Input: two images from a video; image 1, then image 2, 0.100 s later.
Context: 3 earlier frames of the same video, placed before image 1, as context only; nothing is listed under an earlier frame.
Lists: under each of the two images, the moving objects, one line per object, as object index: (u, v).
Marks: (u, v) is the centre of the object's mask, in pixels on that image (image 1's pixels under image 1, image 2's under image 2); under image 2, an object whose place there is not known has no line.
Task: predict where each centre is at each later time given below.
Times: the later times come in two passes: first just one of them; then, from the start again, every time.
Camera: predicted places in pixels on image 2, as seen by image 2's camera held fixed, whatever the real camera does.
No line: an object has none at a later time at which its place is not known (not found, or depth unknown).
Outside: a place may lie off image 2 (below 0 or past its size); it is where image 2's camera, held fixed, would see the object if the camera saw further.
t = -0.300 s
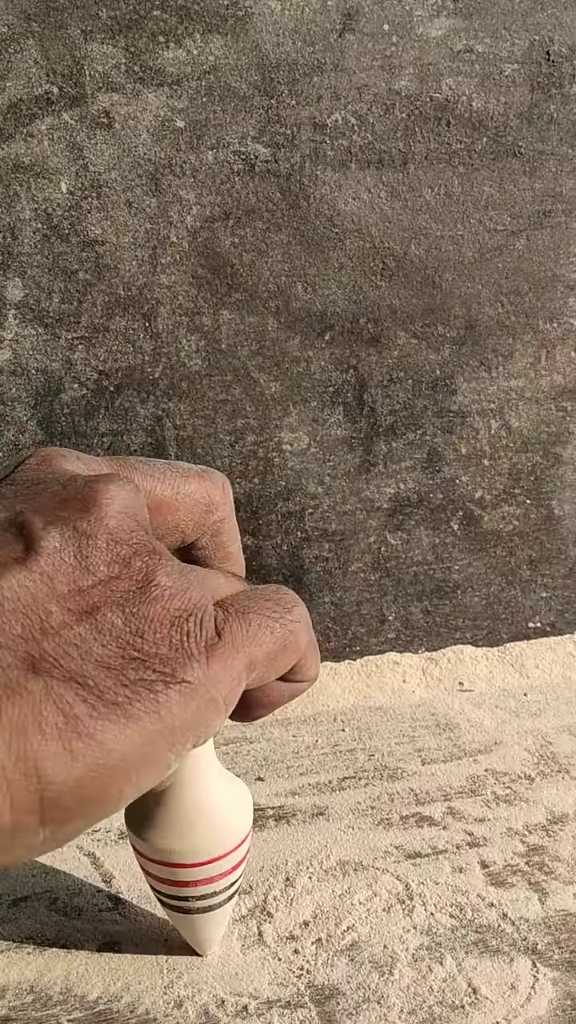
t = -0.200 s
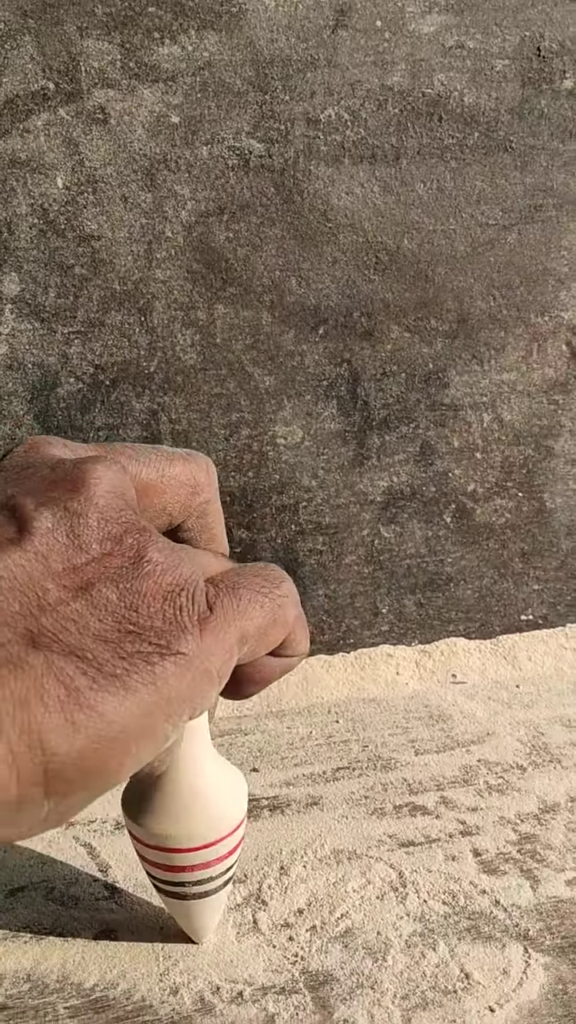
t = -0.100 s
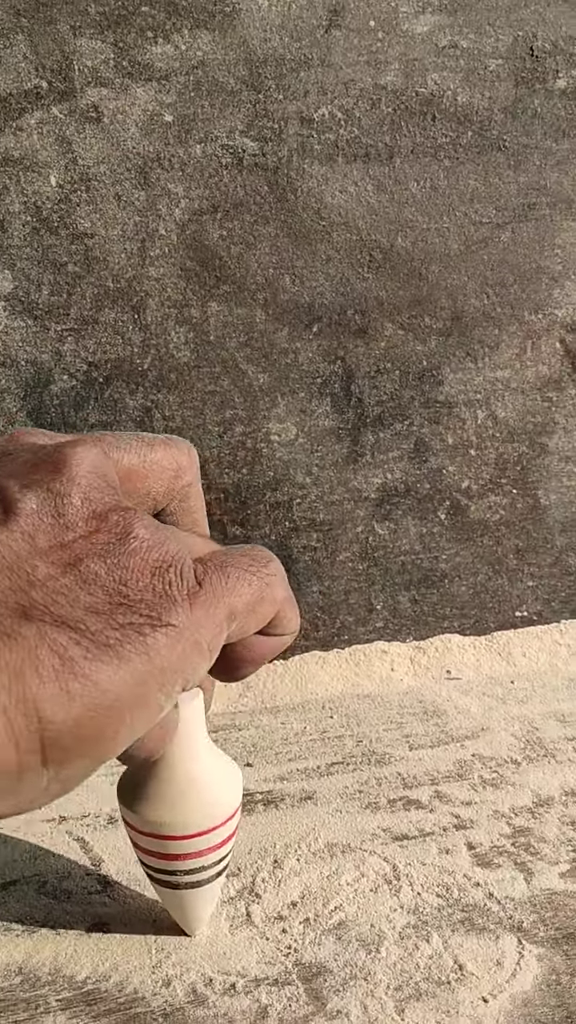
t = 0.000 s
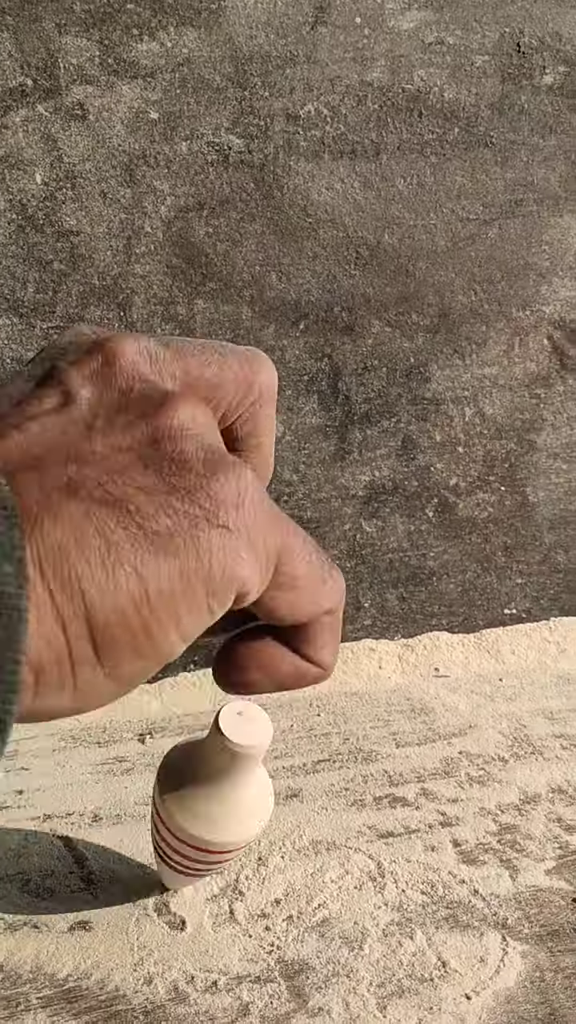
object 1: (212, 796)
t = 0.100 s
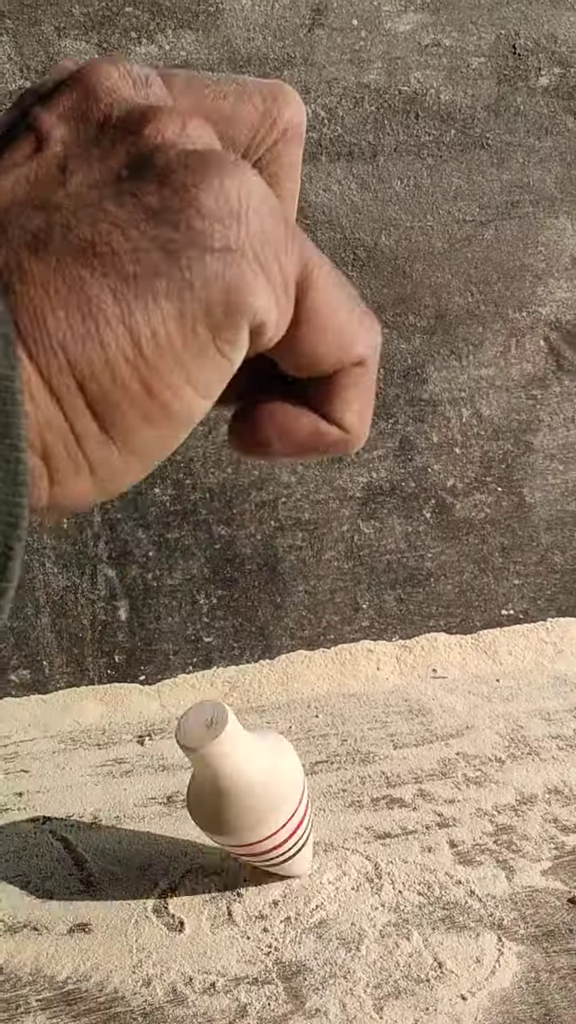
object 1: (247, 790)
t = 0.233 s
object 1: (331, 798)
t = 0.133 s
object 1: (269, 785)
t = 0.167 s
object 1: (296, 789)
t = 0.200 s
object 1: (317, 792)
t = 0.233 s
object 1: (331, 798)
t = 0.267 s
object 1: (343, 813)
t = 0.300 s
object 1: (358, 823)
